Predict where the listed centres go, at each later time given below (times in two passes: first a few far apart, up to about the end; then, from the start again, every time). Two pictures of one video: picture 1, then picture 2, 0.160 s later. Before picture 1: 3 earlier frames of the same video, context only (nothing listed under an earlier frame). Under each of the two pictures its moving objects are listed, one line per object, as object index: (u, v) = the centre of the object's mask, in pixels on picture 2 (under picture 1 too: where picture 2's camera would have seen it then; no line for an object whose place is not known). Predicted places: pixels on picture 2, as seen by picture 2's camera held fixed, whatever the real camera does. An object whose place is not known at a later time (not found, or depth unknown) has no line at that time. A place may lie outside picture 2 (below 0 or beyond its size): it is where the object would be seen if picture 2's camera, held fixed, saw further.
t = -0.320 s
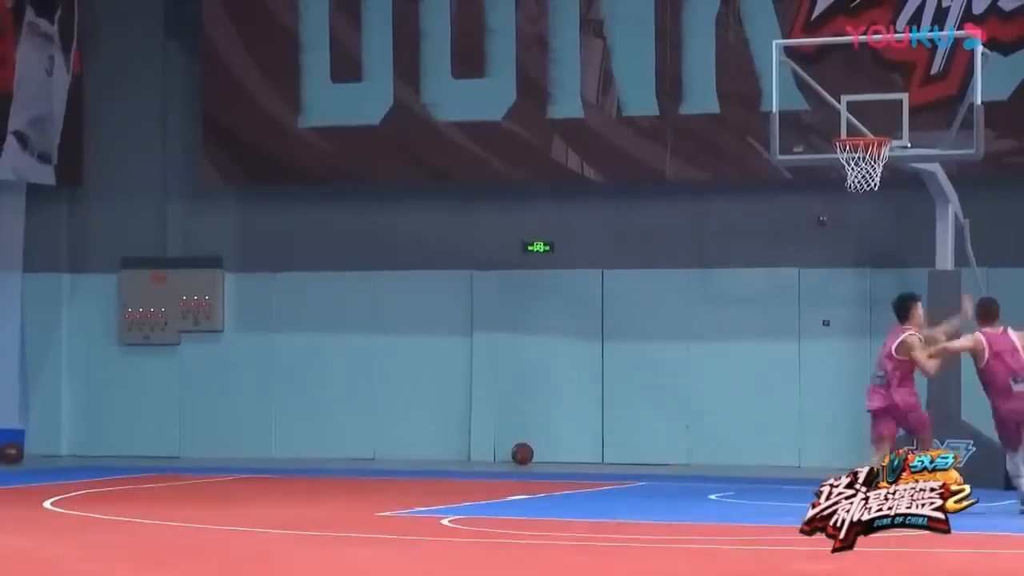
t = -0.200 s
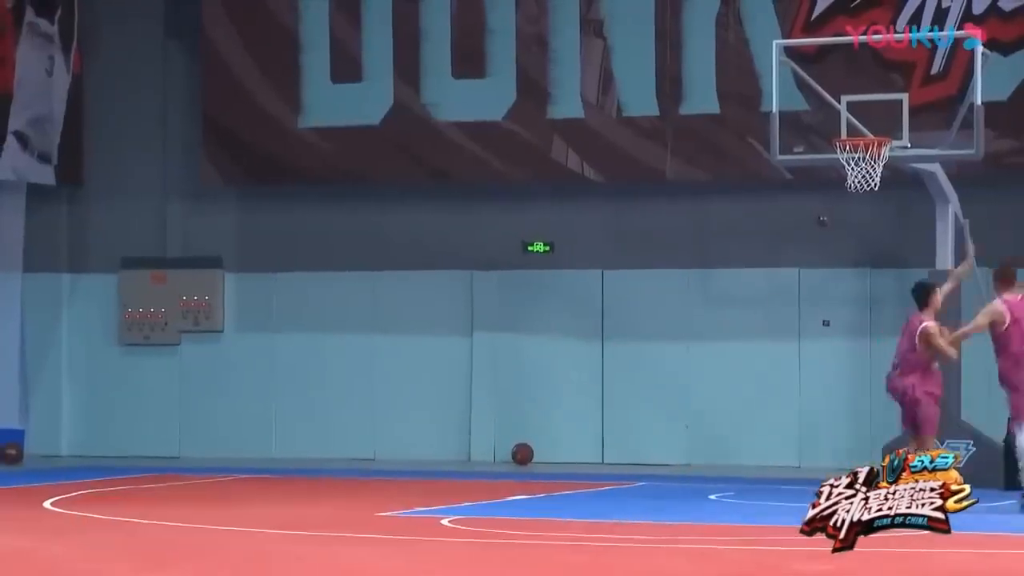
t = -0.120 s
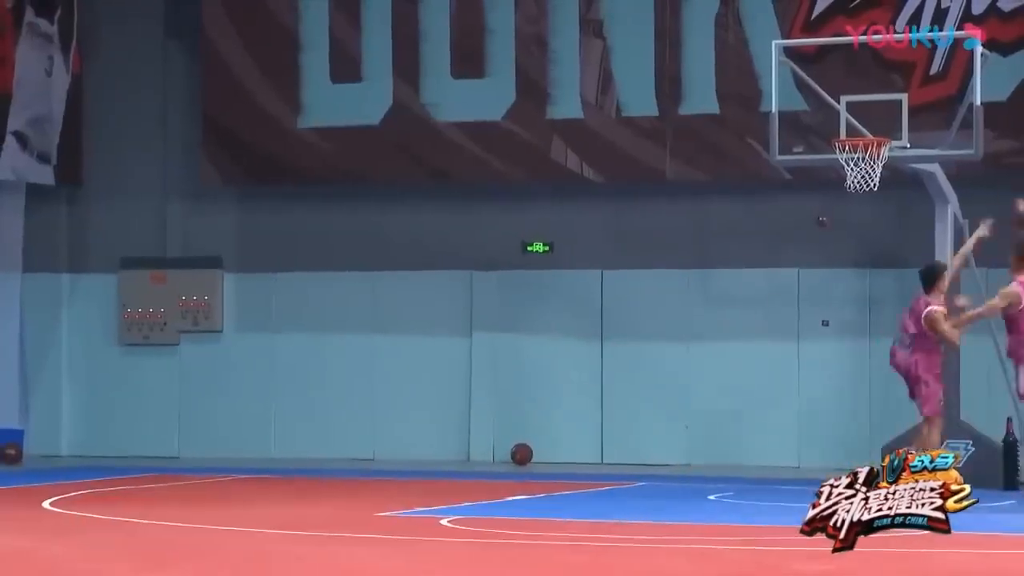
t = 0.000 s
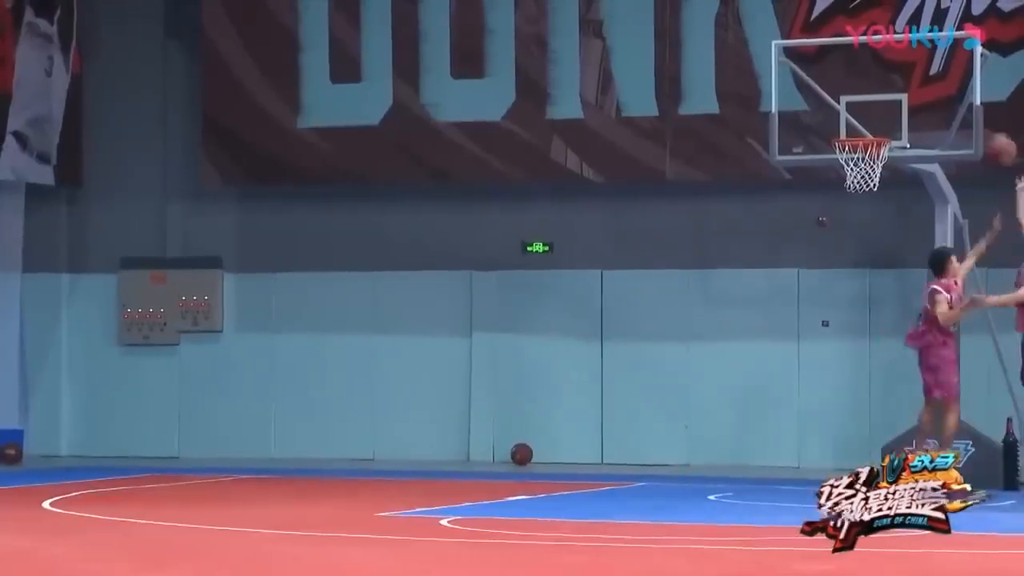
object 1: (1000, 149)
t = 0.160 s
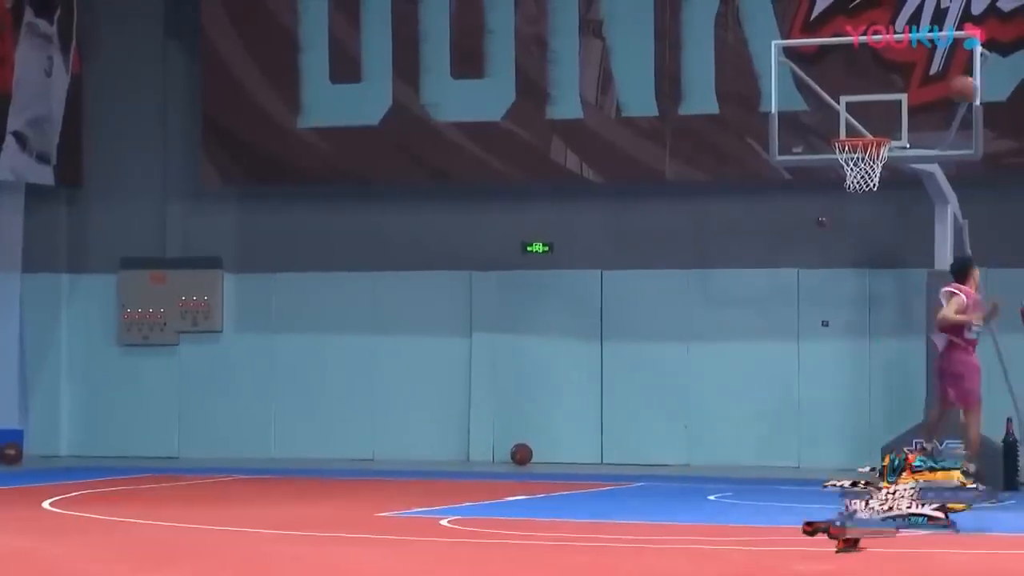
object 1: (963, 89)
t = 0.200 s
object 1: (953, 80)
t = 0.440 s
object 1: (900, 61)
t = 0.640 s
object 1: (858, 92)
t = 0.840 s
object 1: (818, 149)
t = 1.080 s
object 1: (768, 272)
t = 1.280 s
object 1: (728, 429)
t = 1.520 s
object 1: (698, 377)
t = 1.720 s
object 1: (678, 295)
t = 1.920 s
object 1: (657, 256)
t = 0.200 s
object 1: (953, 80)
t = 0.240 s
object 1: (945, 72)
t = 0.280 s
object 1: (936, 65)
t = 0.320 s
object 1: (926, 63)
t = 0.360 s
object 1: (918, 58)
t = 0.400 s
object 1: (908, 58)
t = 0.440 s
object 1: (900, 61)
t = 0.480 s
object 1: (891, 63)
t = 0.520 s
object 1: (884, 67)
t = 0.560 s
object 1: (875, 74)
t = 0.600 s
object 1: (867, 83)
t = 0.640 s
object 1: (858, 92)
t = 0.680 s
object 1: (849, 102)
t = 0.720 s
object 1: (843, 111)
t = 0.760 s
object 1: (833, 121)
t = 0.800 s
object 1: (825, 133)
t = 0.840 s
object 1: (818, 149)
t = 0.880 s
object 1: (806, 166)
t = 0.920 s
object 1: (801, 181)
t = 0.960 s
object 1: (793, 203)
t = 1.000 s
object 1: (784, 225)
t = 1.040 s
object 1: (778, 248)
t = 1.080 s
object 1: (768, 272)
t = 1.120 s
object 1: (760, 302)
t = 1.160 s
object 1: (752, 332)
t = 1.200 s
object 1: (743, 362)
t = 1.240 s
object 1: (736, 394)
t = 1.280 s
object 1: (728, 429)
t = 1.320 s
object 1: (720, 465)
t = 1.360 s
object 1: (714, 474)
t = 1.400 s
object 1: (710, 447)
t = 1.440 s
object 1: (706, 421)
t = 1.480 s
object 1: (702, 398)
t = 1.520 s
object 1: (698, 377)
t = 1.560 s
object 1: (694, 357)
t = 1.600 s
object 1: (690, 339)
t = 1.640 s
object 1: (686, 321)
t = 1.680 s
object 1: (682, 307)
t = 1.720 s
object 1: (678, 295)
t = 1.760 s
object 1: (674, 284)
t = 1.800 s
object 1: (669, 273)
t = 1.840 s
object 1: (665, 266)
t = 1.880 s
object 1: (661, 260)
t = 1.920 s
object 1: (657, 256)
